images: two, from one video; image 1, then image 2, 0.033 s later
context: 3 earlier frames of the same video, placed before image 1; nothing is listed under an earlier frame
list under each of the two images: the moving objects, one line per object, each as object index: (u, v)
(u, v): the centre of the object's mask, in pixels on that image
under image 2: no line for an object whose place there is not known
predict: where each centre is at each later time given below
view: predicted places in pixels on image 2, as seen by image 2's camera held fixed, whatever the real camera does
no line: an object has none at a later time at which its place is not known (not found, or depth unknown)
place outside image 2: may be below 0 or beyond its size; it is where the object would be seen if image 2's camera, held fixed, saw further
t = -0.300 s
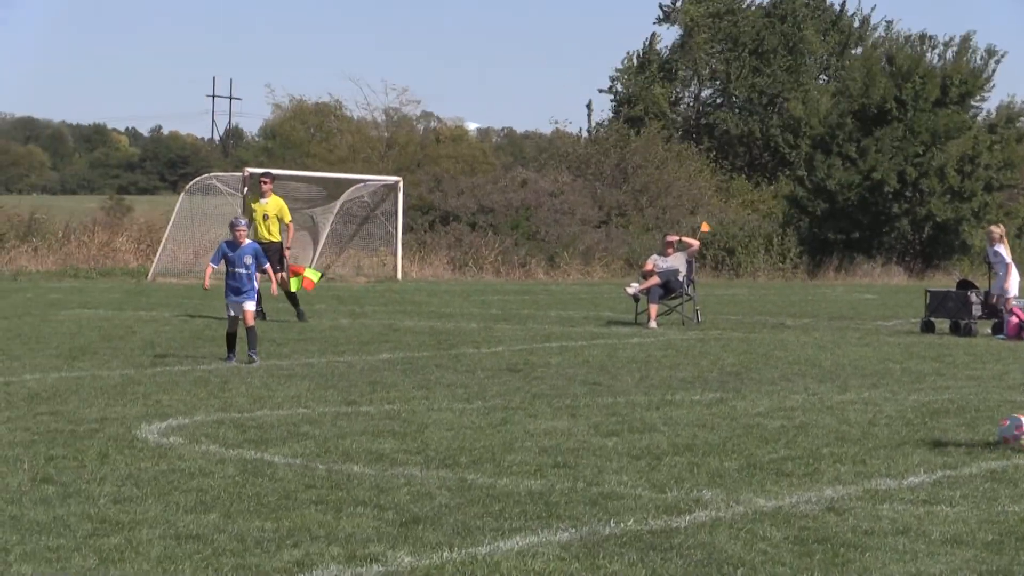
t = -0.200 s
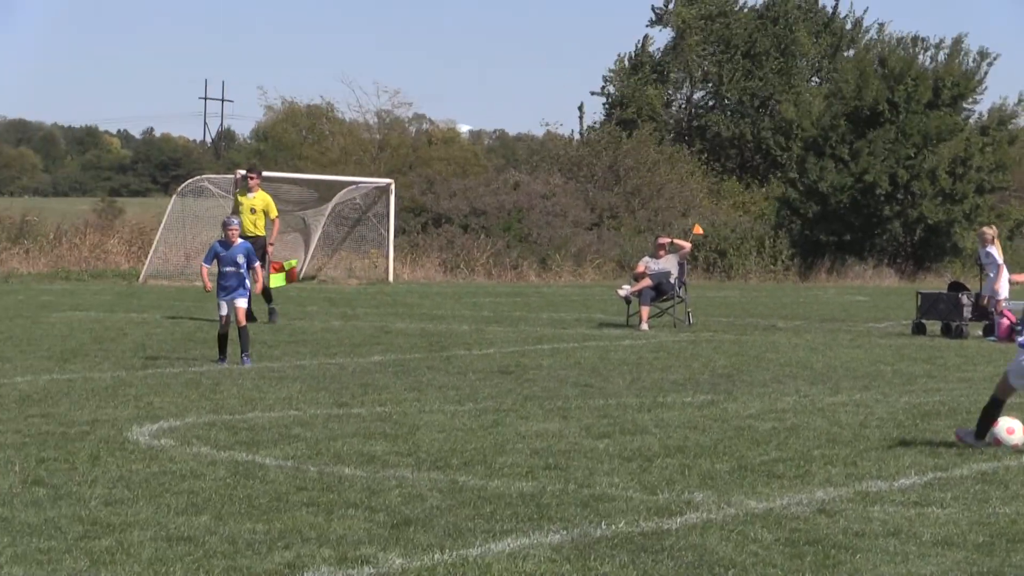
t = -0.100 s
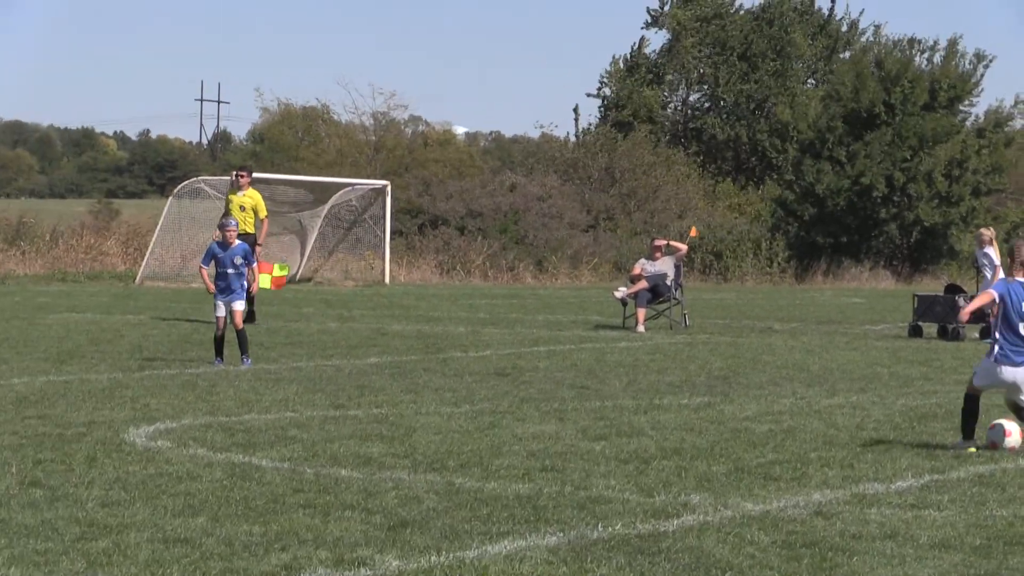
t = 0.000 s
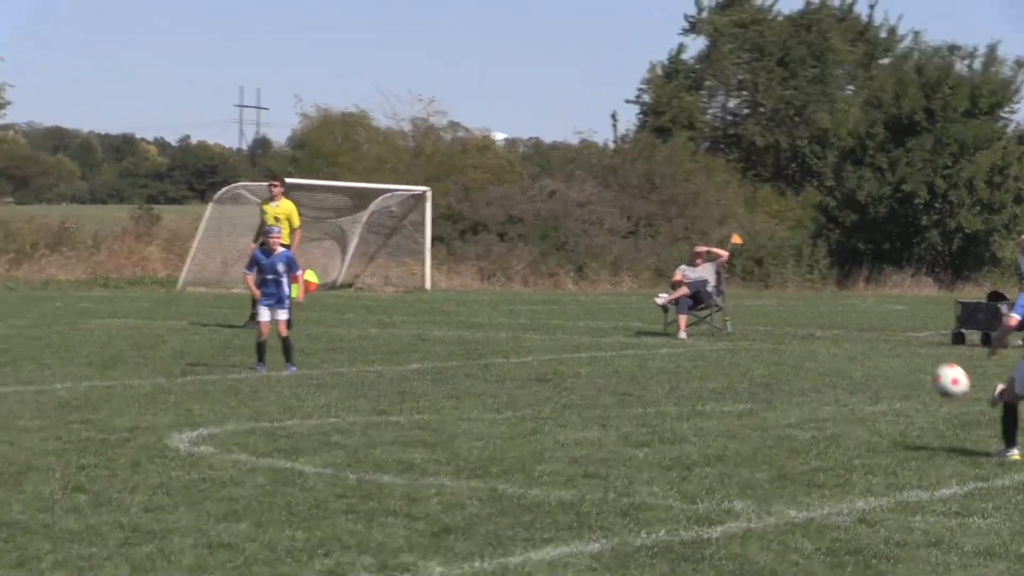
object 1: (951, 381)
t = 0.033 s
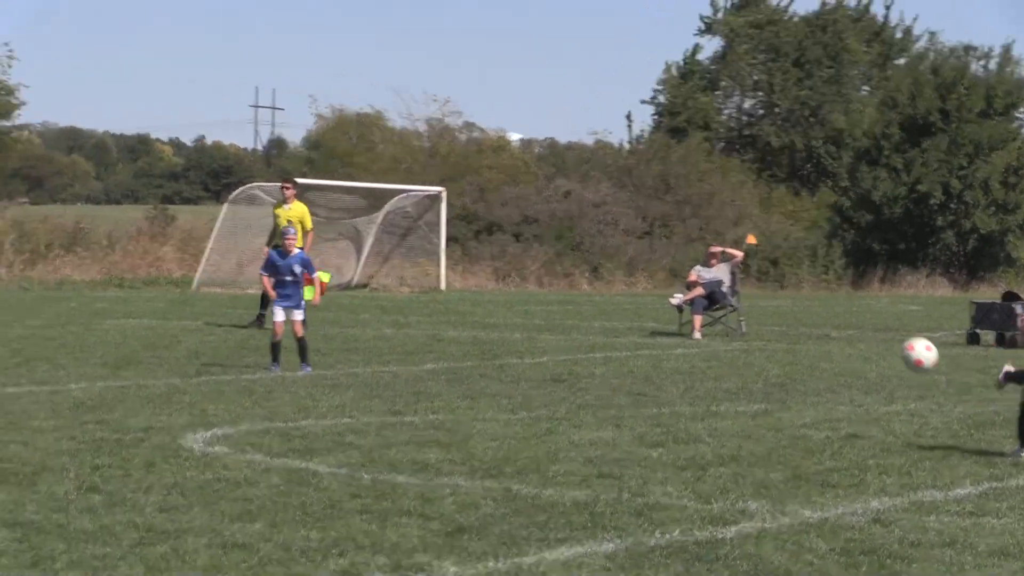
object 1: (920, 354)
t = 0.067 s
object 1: (882, 328)
